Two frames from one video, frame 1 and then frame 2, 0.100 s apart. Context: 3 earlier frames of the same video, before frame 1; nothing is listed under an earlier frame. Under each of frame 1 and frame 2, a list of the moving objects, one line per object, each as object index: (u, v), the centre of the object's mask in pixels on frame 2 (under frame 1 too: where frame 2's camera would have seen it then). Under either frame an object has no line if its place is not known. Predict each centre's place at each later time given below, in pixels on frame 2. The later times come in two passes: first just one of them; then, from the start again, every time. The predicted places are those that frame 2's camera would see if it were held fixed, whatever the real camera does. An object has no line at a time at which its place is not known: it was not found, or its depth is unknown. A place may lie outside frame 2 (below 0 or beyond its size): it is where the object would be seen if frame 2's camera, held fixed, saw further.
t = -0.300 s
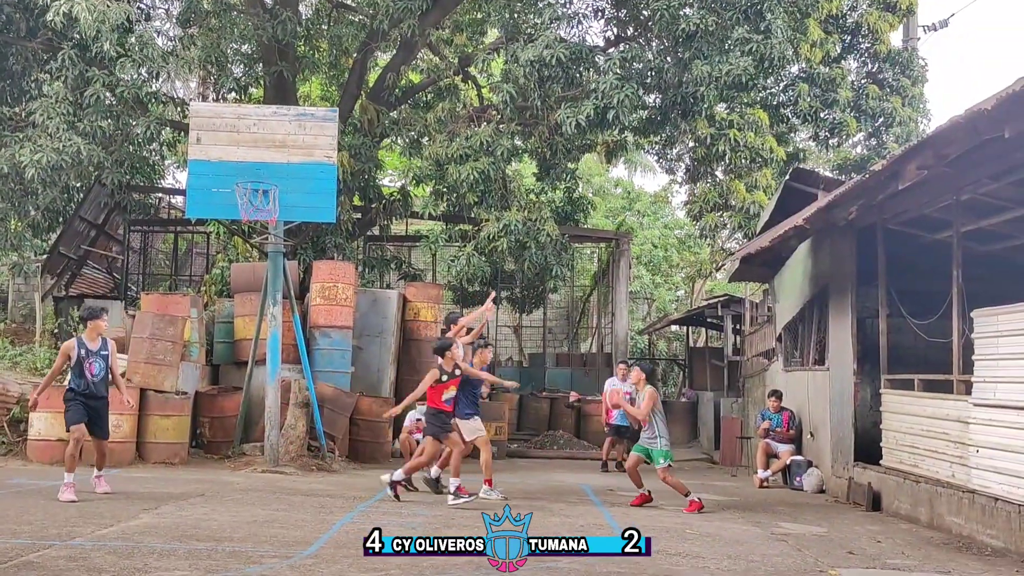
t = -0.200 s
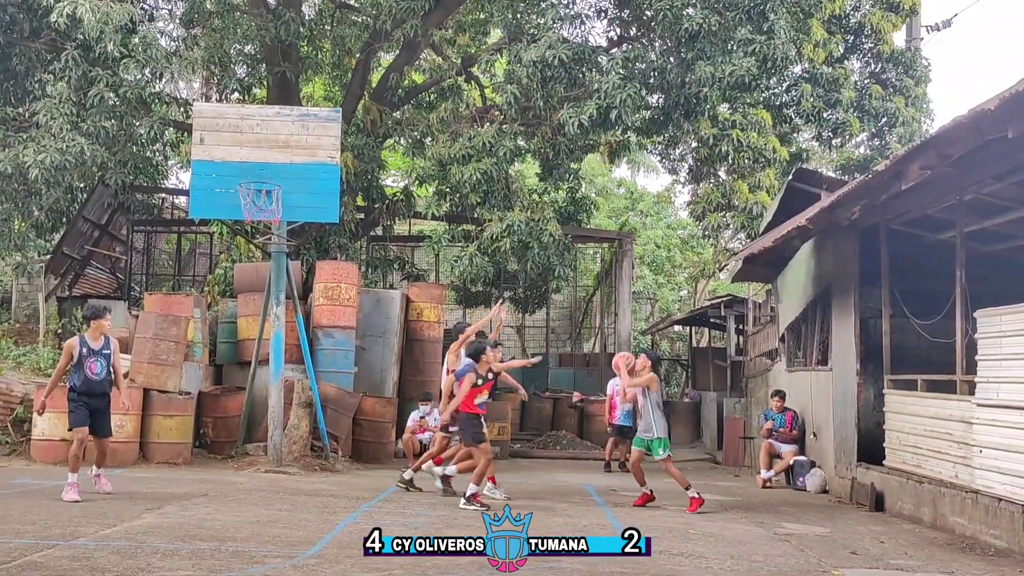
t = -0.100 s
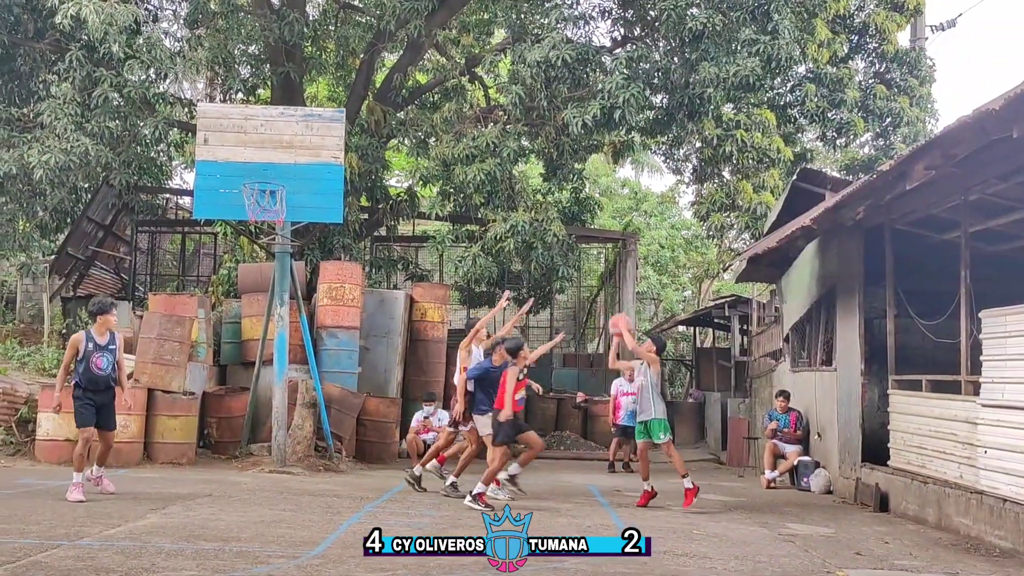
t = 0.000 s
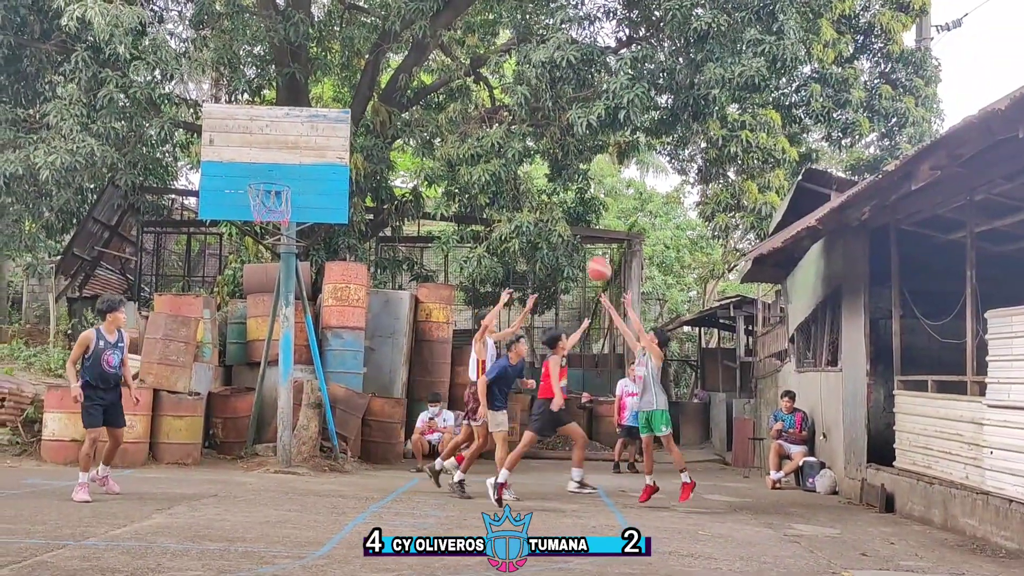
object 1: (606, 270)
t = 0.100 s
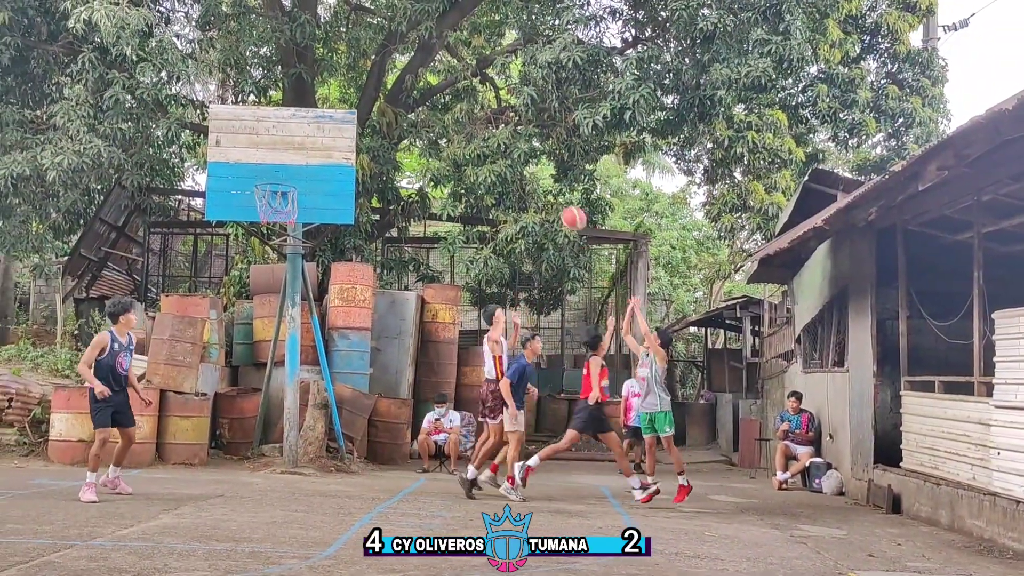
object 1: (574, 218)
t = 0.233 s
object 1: (533, 165)
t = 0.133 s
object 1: (564, 203)
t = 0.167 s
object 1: (554, 190)
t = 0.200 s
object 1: (543, 177)
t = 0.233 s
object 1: (533, 165)
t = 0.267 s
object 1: (523, 155)
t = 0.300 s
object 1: (513, 146)
